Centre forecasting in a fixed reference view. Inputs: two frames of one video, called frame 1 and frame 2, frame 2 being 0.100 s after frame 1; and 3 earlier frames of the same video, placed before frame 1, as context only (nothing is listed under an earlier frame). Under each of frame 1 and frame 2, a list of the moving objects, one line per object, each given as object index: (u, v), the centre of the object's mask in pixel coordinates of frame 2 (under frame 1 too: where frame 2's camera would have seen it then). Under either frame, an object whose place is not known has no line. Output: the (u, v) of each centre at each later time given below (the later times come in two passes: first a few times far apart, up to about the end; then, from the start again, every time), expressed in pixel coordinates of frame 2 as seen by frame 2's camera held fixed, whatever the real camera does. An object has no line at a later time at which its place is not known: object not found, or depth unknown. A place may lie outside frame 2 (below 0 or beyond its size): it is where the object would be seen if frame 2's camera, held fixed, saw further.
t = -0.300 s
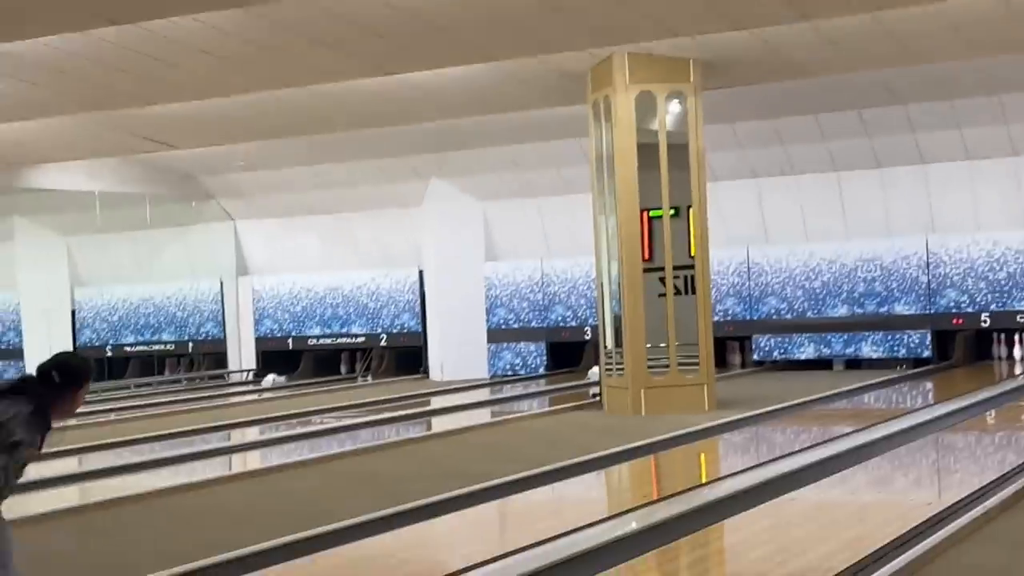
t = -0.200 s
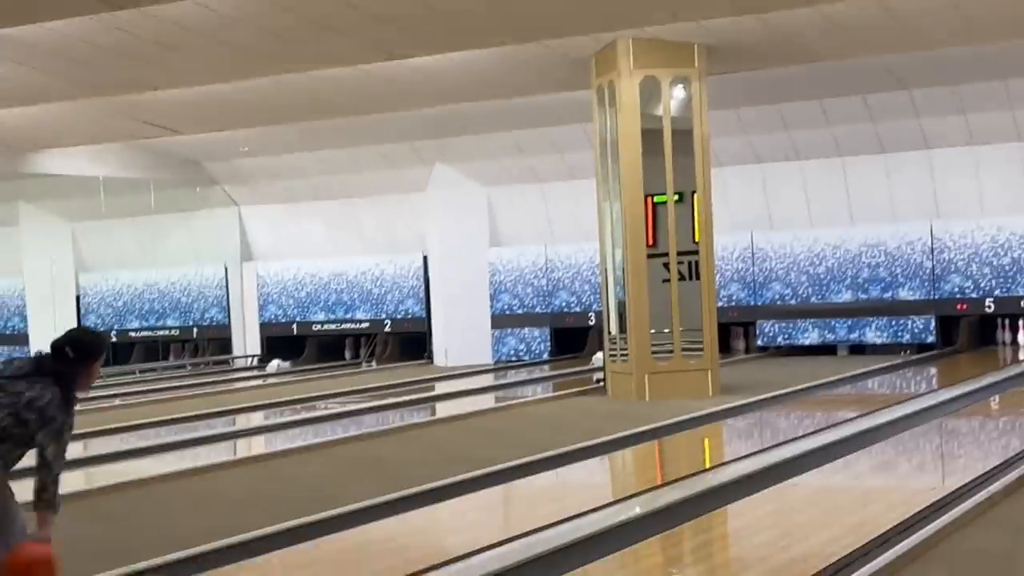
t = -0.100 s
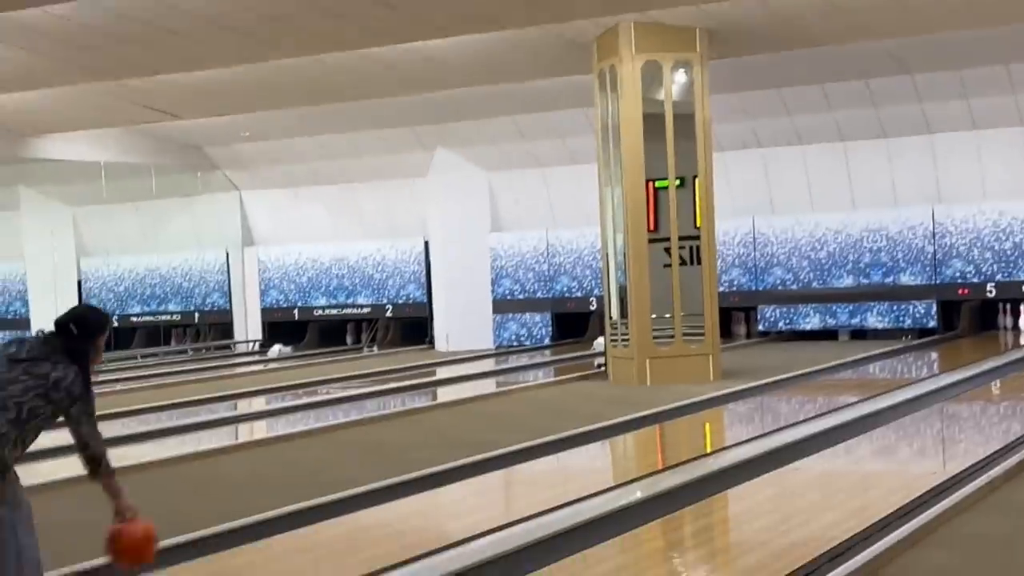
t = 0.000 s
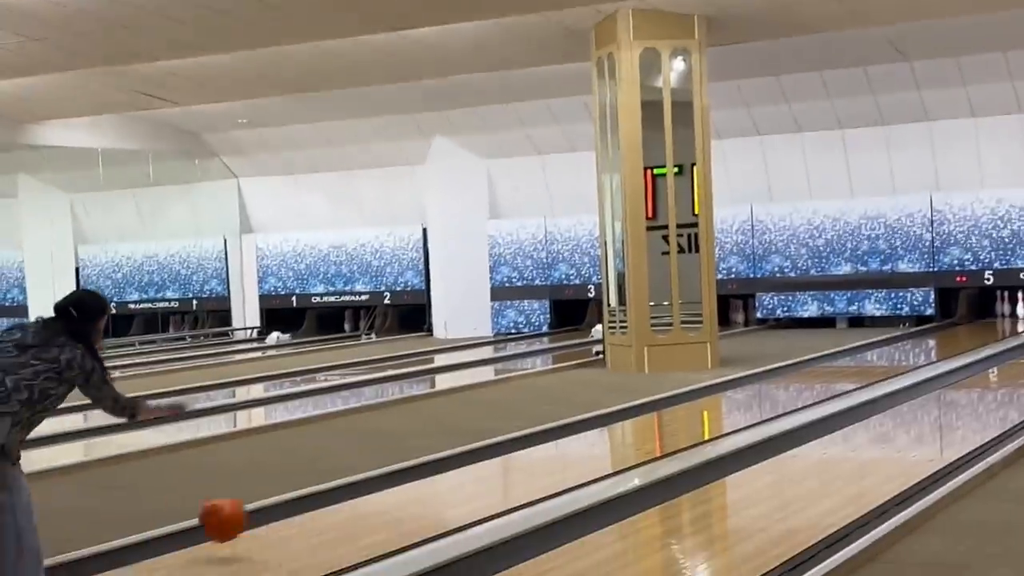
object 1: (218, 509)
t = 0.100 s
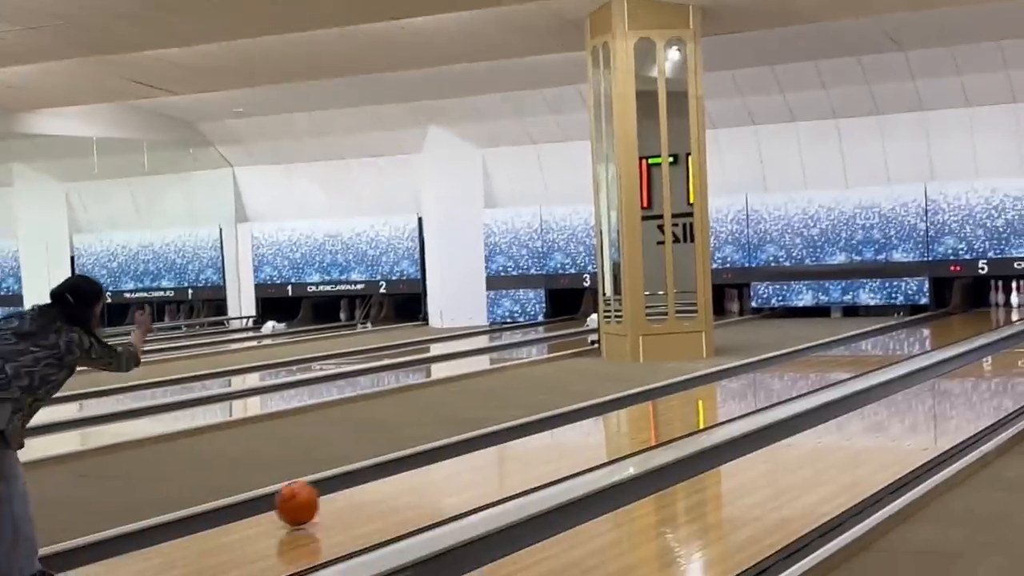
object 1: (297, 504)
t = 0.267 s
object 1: (406, 474)
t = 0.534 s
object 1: (536, 437)
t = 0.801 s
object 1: (635, 410)
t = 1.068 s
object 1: (711, 388)
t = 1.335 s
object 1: (773, 371)
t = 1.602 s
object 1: (824, 357)
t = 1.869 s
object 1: (865, 345)
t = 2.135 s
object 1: (901, 336)
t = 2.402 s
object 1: (933, 328)
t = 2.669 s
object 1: (959, 321)
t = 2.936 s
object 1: (983, 315)
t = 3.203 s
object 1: (1005, 310)
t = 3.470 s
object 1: (1024, 304)
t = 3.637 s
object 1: (1036, 301)
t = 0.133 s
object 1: (321, 497)
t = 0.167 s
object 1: (344, 492)
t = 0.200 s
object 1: (365, 486)
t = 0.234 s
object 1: (385, 480)
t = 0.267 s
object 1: (406, 474)
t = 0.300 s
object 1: (425, 469)
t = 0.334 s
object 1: (442, 464)
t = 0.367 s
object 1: (459, 459)
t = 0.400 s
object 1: (477, 454)
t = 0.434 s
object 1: (491, 449)
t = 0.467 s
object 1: (508, 445)
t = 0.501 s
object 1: (522, 441)
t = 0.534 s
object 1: (536, 437)
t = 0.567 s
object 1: (550, 433)
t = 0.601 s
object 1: (564, 429)
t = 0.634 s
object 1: (576, 426)
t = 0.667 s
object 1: (589, 422)
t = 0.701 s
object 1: (601, 419)
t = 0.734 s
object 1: (612, 416)
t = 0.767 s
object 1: (623, 413)
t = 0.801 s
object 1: (635, 410)
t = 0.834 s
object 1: (645, 407)
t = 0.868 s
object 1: (656, 404)
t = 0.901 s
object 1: (666, 402)
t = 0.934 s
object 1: (675, 399)
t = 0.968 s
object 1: (685, 396)
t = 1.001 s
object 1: (694, 393)
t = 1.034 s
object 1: (703, 391)
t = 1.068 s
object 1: (711, 388)
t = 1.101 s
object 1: (720, 386)
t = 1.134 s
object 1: (727, 384)
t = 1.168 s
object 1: (736, 381)
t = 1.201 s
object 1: (743, 379)
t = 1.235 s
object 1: (751, 377)
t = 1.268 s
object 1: (758, 375)
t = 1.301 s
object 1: (765, 373)
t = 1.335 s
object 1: (773, 371)
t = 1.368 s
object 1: (779, 369)
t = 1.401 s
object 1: (786, 367)
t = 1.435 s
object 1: (792, 365)
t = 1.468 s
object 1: (799, 363)
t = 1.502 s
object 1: (805, 362)
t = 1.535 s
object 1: (811, 360)
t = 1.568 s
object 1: (818, 358)
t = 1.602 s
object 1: (824, 357)
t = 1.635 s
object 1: (829, 355)
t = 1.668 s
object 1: (834, 354)
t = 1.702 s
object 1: (840, 352)
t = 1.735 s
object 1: (844, 351)
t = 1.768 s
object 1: (850, 349)
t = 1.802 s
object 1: (855, 348)
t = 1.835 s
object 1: (861, 346)
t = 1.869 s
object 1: (865, 345)
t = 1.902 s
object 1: (870, 344)
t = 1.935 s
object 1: (875, 342)
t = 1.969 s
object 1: (880, 341)
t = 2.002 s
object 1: (884, 340)
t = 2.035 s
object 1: (888, 339)
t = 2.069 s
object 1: (893, 338)
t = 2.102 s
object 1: (897, 337)
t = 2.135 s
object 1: (901, 336)
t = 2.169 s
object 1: (905, 335)
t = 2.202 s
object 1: (910, 334)
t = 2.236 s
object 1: (914, 332)
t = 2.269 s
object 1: (918, 331)
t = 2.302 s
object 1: (922, 331)
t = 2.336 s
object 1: (925, 329)
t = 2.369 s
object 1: (929, 328)
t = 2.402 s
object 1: (933, 328)
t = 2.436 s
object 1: (936, 327)
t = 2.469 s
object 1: (940, 326)
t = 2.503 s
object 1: (943, 325)
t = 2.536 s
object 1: (947, 324)
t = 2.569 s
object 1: (950, 323)
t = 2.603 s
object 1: (953, 323)
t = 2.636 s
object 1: (956, 322)
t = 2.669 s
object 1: (959, 321)
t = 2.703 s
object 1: (963, 320)
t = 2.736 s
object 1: (966, 319)
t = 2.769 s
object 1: (969, 318)
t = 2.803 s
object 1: (972, 318)
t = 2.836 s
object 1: (975, 317)
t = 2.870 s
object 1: (978, 316)
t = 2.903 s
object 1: (980, 316)
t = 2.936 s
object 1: (983, 315)
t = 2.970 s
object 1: (986, 314)
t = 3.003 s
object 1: (989, 314)
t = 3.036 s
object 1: (991, 313)
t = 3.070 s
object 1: (993, 312)
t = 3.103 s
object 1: (997, 311)
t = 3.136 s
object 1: (999, 311)
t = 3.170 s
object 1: (1001, 310)
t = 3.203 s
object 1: (1005, 310)
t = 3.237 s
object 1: (1008, 309)
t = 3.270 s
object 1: (1009, 308)
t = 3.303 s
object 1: (1012, 307)
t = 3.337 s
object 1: (1014, 307)
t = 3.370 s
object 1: (1017, 306)
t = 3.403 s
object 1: (1020, 305)
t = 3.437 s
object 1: (1022, 305)
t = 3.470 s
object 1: (1024, 304)
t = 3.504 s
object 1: (1028, 303)
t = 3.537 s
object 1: (1030, 303)
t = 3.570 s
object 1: (1033, 303)
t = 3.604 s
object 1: (1035, 301)
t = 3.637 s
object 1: (1036, 301)
